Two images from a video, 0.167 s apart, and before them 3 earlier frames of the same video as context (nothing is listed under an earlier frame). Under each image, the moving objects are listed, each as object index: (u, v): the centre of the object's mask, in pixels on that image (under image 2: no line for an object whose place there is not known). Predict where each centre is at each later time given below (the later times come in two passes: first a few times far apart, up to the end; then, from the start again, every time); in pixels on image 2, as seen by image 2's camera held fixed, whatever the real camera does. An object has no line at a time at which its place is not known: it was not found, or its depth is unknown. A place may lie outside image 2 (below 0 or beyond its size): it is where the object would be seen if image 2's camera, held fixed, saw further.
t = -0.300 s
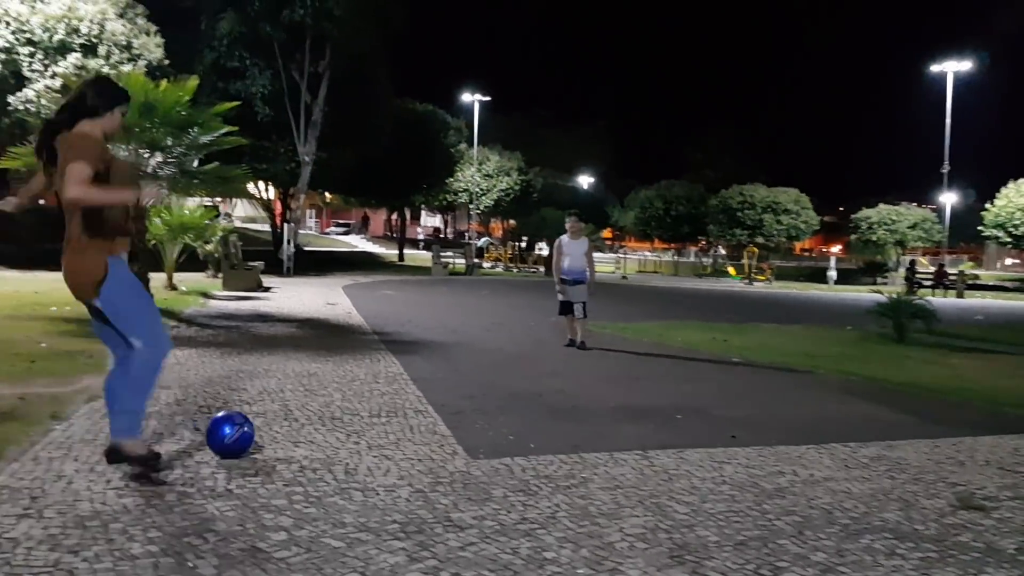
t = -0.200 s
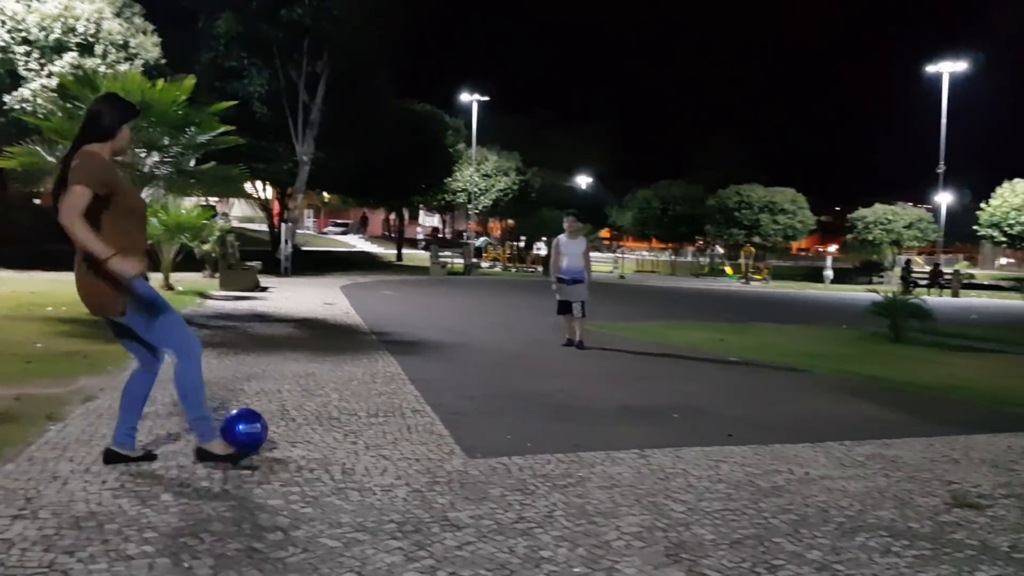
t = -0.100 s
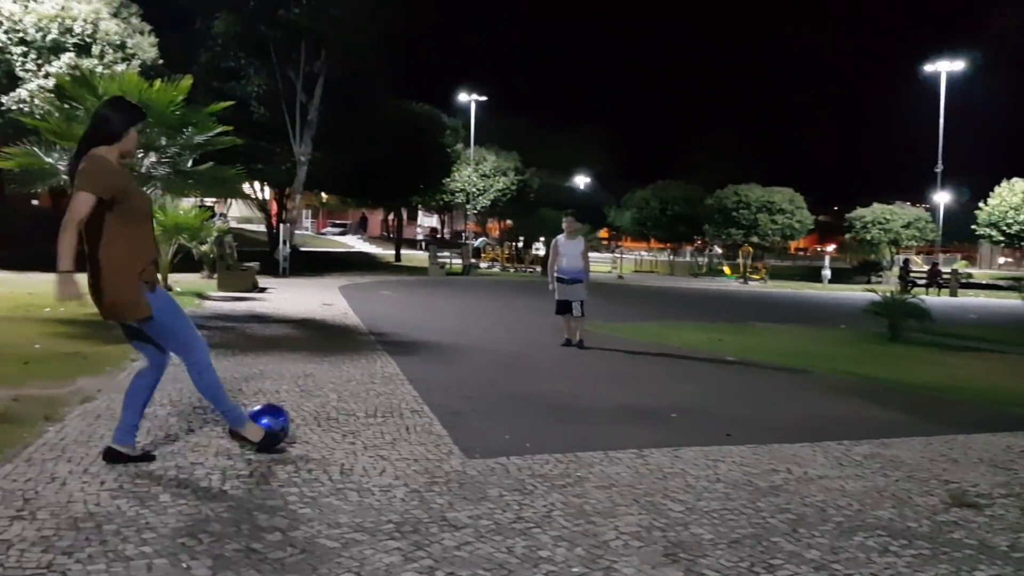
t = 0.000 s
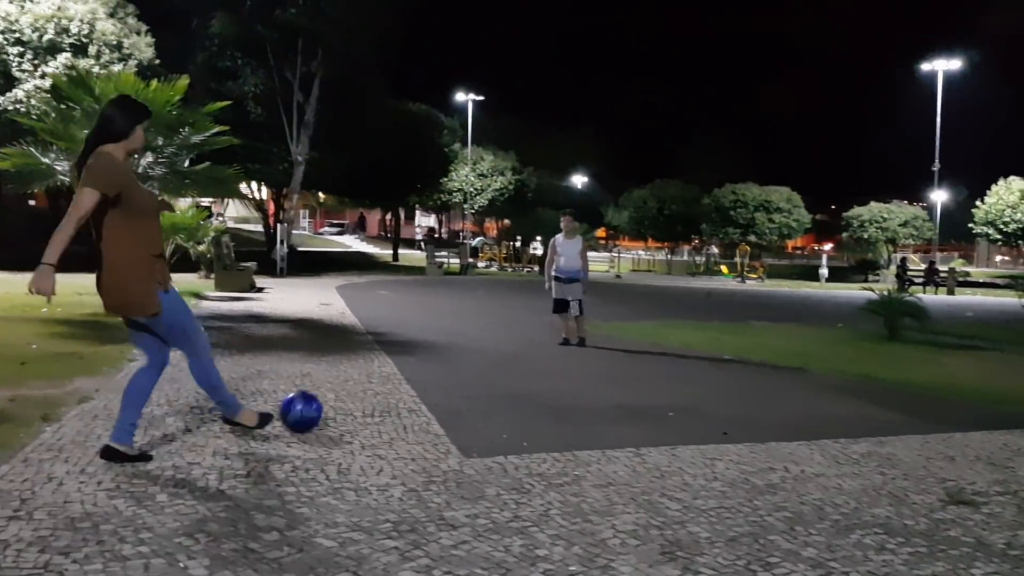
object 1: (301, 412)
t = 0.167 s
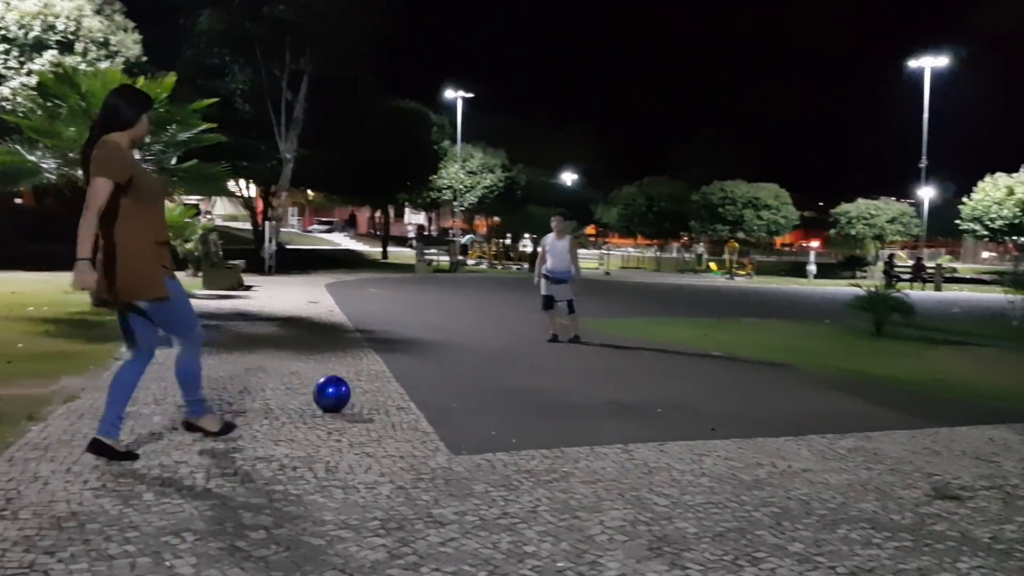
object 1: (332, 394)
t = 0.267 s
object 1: (351, 388)
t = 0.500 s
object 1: (390, 375)
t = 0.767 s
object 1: (429, 363)
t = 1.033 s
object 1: (463, 353)
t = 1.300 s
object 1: (493, 345)
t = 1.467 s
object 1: (511, 340)
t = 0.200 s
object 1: (338, 391)
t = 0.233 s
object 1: (345, 389)
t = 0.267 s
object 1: (351, 388)
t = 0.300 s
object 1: (357, 386)
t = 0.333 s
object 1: (363, 385)
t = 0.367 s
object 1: (368, 381)
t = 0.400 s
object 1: (374, 379)
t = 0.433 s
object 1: (380, 379)
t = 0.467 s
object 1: (385, 376)
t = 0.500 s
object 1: (390, 375)
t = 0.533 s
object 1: (396, 373)
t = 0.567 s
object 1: (401, 370)
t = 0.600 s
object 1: (405, 369)
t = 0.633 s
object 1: (410, 369)
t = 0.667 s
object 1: (415, 368)
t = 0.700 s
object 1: (420, 365)
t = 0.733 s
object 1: (424, 363)
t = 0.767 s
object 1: (429, 363)
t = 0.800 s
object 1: (434, 362)
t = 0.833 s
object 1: (438, 360)
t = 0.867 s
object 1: (442, 359)
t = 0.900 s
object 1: (447, 358)
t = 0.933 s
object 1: (451, 356)
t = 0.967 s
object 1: (455, 355)
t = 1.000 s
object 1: (459, 354)
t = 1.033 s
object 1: (463, 353)
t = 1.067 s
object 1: (467, 352)
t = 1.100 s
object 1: (471, 351)
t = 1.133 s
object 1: (475, 349)
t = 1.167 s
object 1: (479, 349)
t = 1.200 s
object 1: (482, 347)
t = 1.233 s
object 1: (486, 347)
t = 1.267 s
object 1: (489, 346)
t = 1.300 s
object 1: (493, 345)
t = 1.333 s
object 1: (497, 344)
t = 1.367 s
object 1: (500, 343)
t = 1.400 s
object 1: (504, 342)
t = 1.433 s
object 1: (507, 341)
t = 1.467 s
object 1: (511, 340)
